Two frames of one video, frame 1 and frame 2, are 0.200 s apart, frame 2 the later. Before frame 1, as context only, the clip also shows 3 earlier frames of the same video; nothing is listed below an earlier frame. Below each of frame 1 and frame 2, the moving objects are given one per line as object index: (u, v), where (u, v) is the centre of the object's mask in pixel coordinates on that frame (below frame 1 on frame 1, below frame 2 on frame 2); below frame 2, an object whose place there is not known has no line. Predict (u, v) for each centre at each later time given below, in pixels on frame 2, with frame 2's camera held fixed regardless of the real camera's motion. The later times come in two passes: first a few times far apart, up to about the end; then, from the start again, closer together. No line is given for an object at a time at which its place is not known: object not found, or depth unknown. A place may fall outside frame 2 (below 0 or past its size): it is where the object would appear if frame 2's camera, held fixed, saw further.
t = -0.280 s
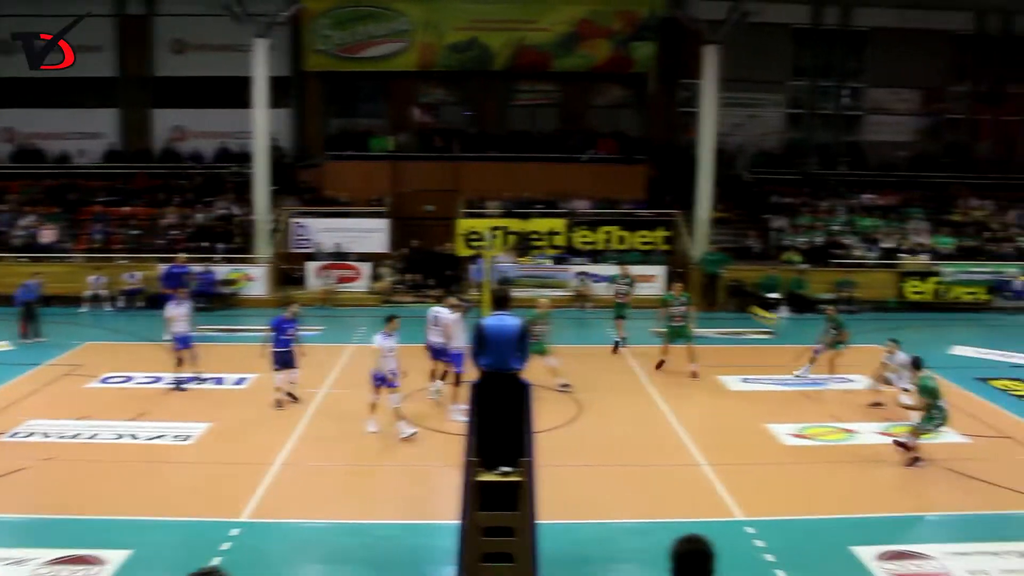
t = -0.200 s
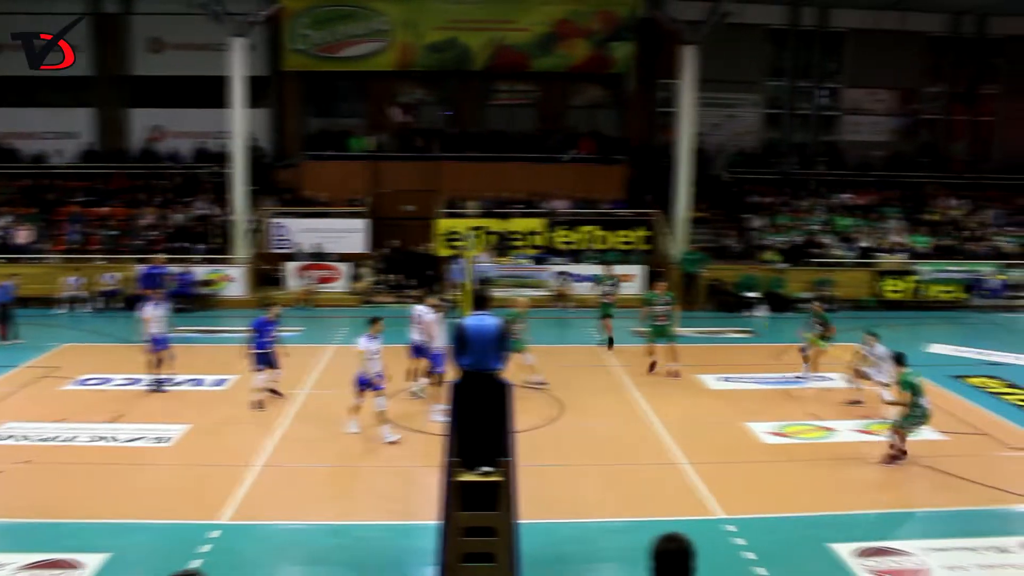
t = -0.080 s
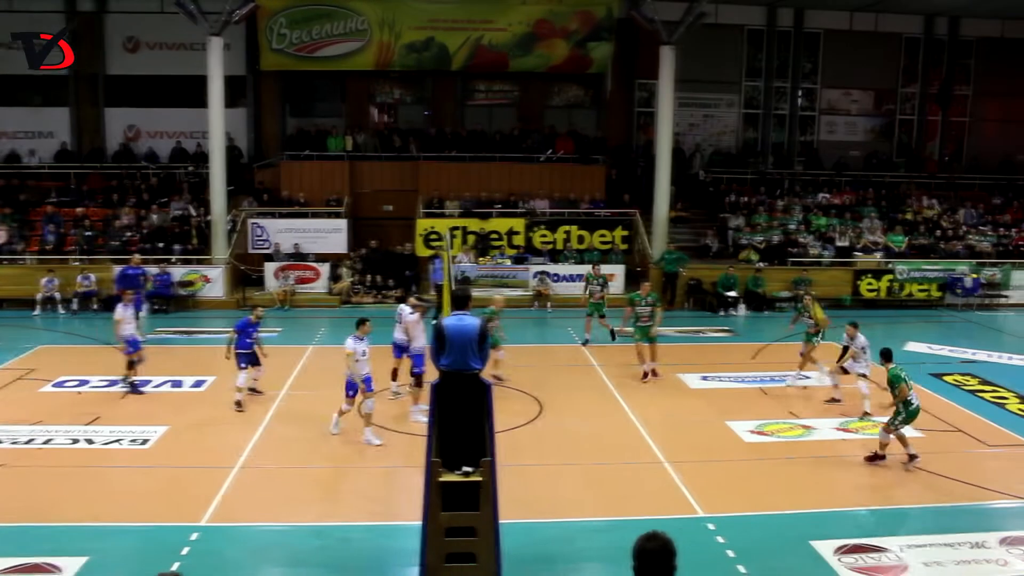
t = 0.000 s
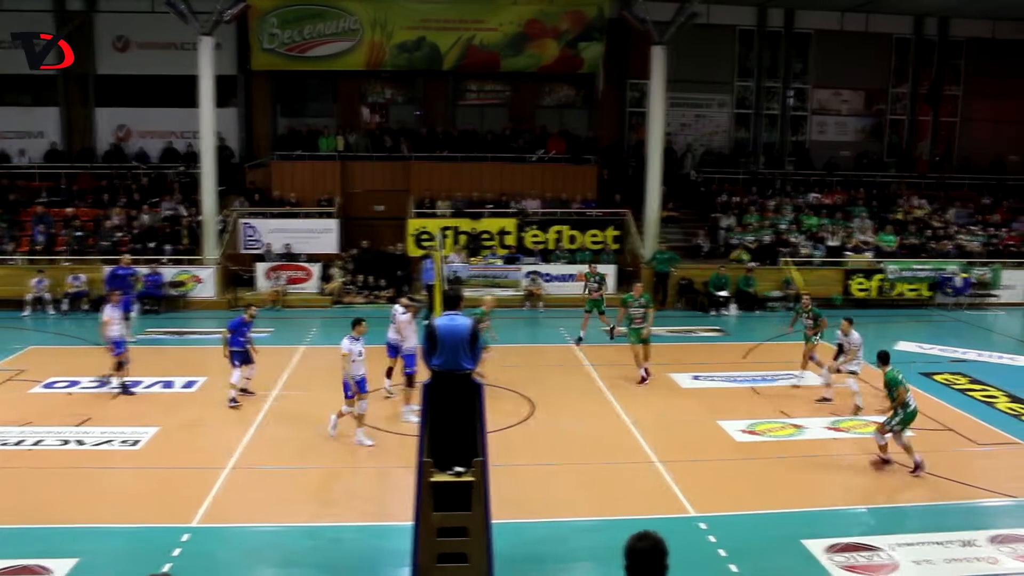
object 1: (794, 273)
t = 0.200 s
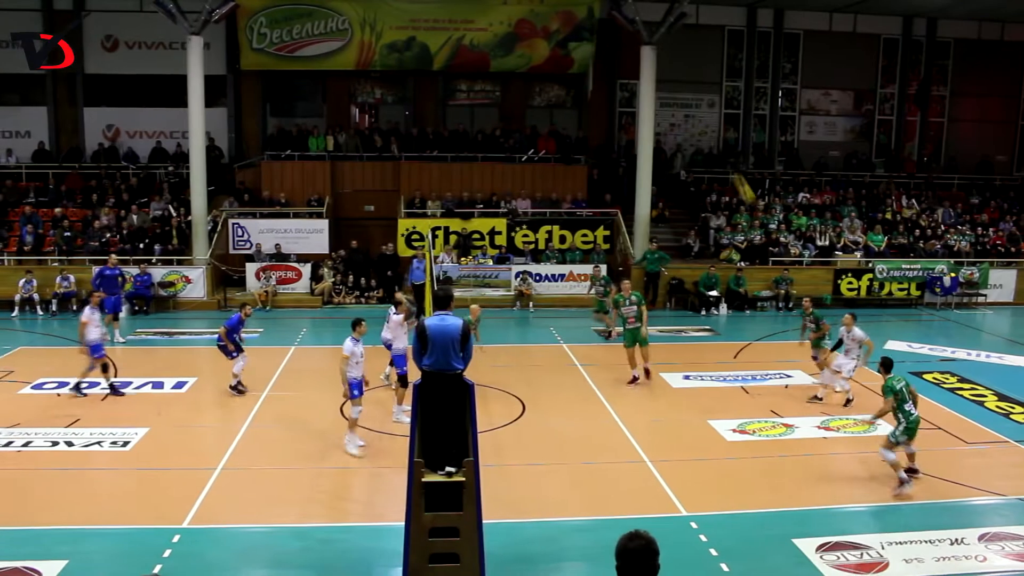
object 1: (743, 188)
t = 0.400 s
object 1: (702, 126)
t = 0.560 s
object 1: (670, 91)
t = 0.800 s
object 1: (620, 71)
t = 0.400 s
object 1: (702, 126)
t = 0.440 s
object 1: (693, 114)
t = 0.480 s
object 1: (686, 106)
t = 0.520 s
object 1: (679, 99)
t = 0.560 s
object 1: (670, 91)
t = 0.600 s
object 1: (663, 86)
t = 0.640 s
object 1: (655, 81)
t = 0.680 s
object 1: (644, 77)
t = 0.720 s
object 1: (636, 74)
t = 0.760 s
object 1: (628, 72)
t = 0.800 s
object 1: (620, 71)
